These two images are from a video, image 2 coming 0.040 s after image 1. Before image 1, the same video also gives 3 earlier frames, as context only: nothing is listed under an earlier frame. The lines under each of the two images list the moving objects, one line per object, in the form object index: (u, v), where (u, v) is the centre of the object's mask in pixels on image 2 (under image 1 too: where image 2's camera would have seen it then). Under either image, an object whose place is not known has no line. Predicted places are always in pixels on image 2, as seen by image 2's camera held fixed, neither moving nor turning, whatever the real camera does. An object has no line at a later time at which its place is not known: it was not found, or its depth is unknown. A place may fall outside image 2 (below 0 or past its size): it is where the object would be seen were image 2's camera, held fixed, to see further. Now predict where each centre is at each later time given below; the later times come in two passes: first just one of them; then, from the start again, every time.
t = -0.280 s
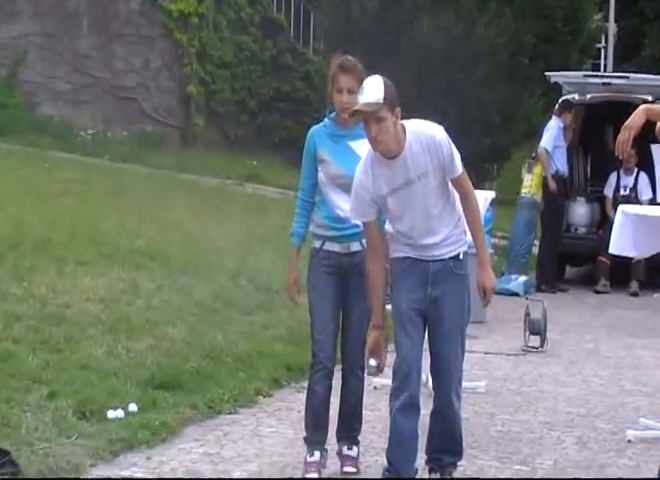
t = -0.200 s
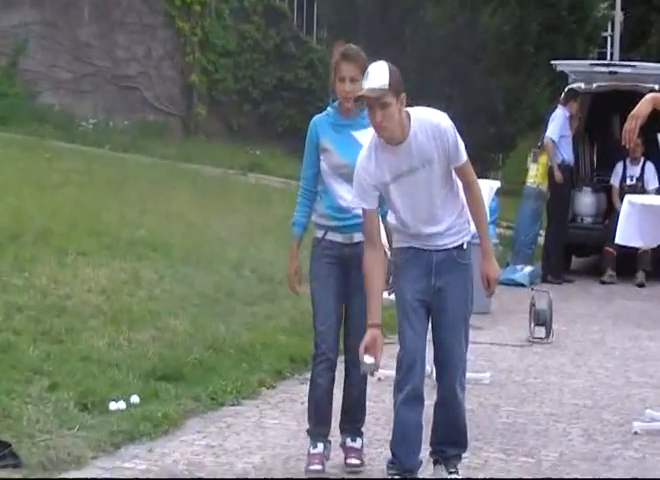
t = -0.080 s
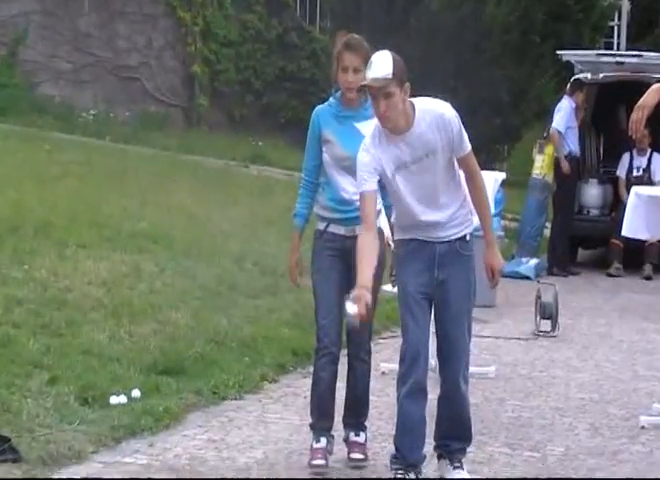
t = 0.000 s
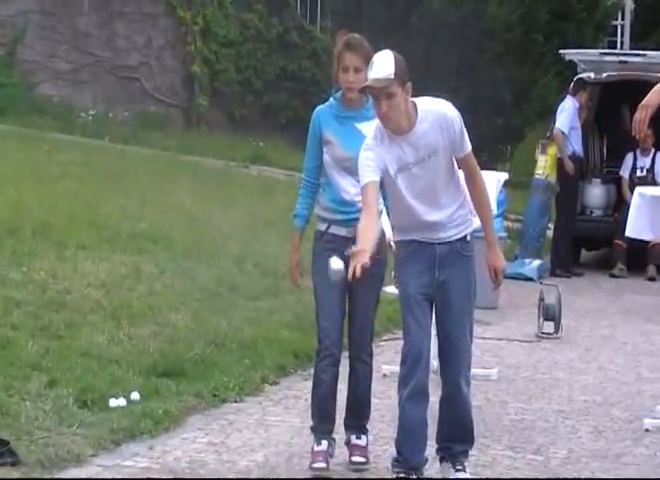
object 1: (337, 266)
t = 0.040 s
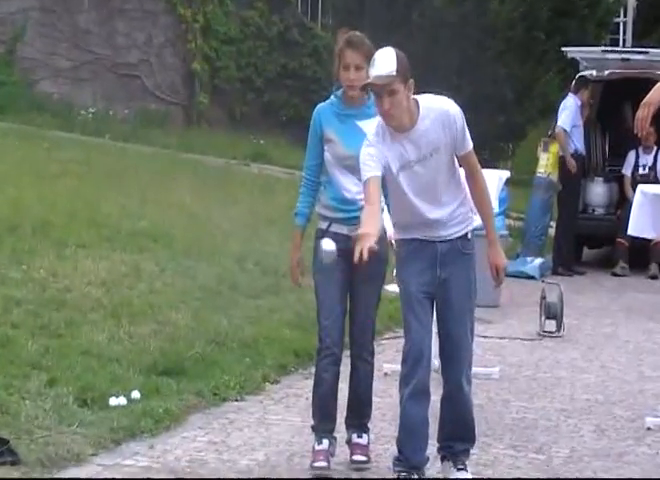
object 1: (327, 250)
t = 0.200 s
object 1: (284, 226)
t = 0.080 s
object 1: (318, 238)
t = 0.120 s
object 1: (308, 225)
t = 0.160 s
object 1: (297, 223)
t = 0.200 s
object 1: (284, 226)
